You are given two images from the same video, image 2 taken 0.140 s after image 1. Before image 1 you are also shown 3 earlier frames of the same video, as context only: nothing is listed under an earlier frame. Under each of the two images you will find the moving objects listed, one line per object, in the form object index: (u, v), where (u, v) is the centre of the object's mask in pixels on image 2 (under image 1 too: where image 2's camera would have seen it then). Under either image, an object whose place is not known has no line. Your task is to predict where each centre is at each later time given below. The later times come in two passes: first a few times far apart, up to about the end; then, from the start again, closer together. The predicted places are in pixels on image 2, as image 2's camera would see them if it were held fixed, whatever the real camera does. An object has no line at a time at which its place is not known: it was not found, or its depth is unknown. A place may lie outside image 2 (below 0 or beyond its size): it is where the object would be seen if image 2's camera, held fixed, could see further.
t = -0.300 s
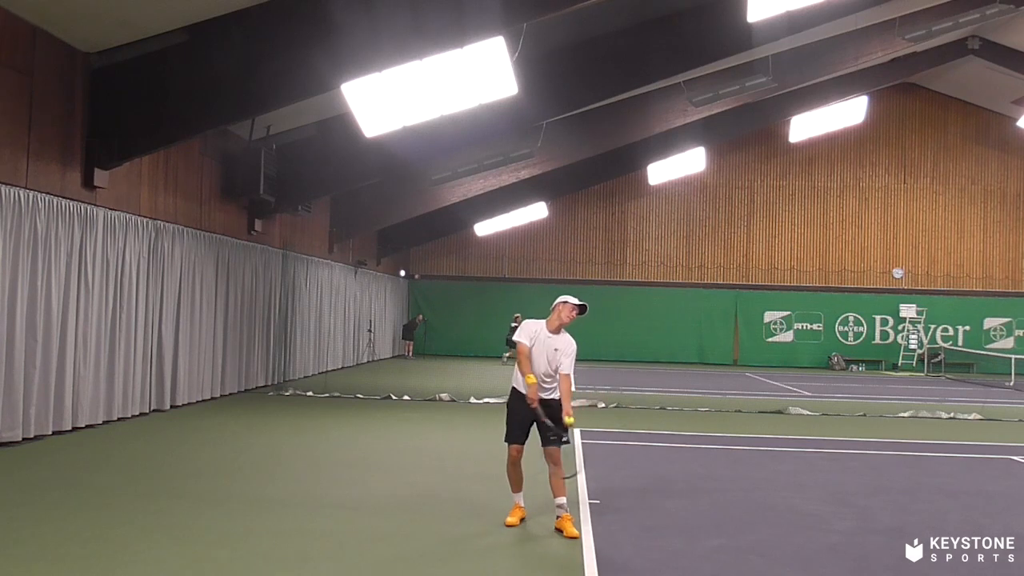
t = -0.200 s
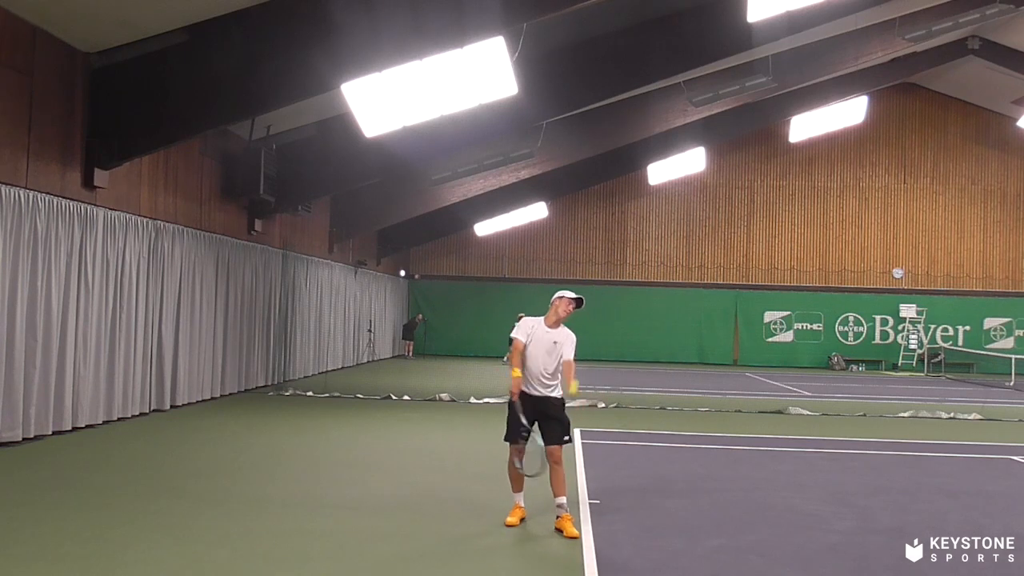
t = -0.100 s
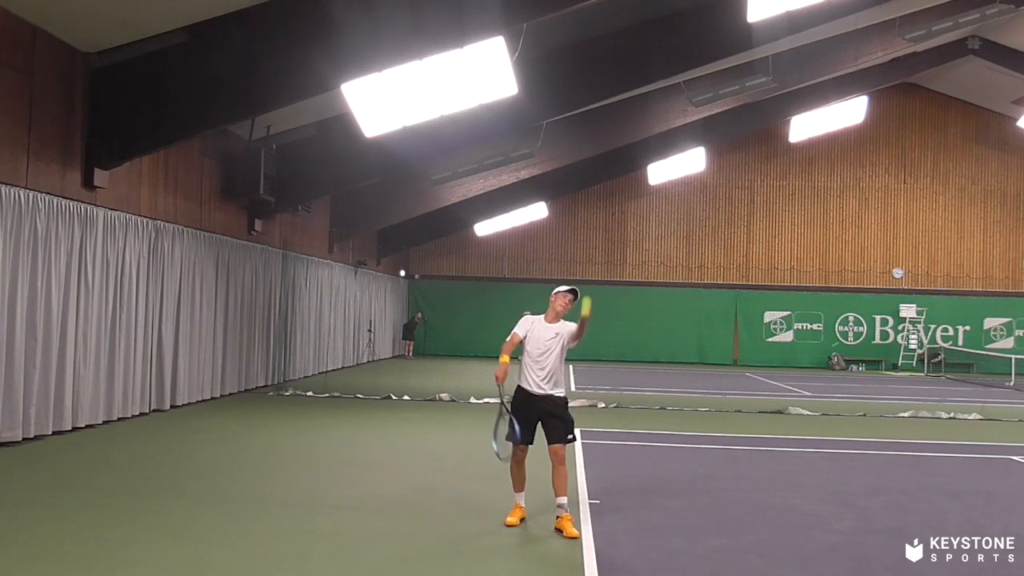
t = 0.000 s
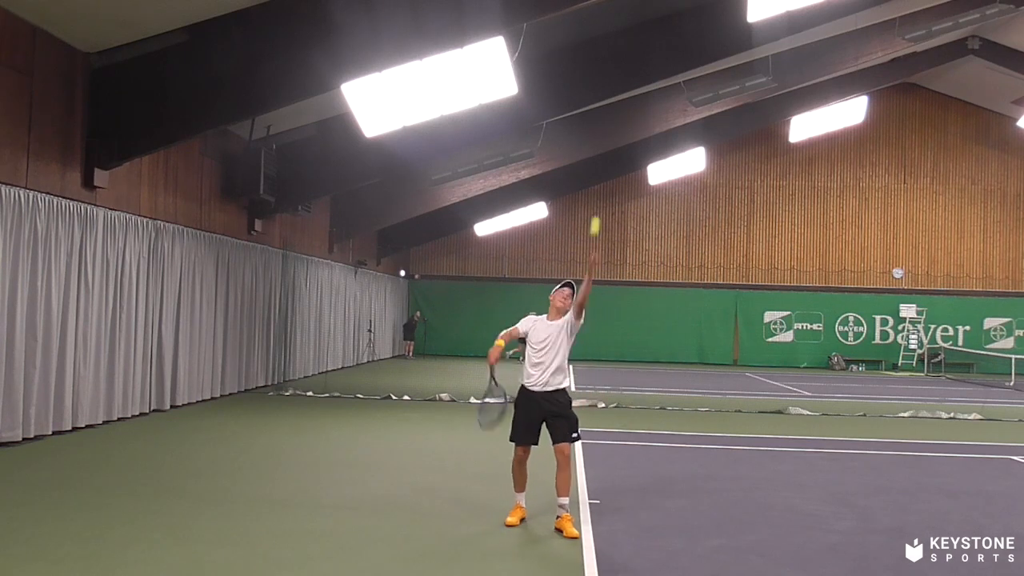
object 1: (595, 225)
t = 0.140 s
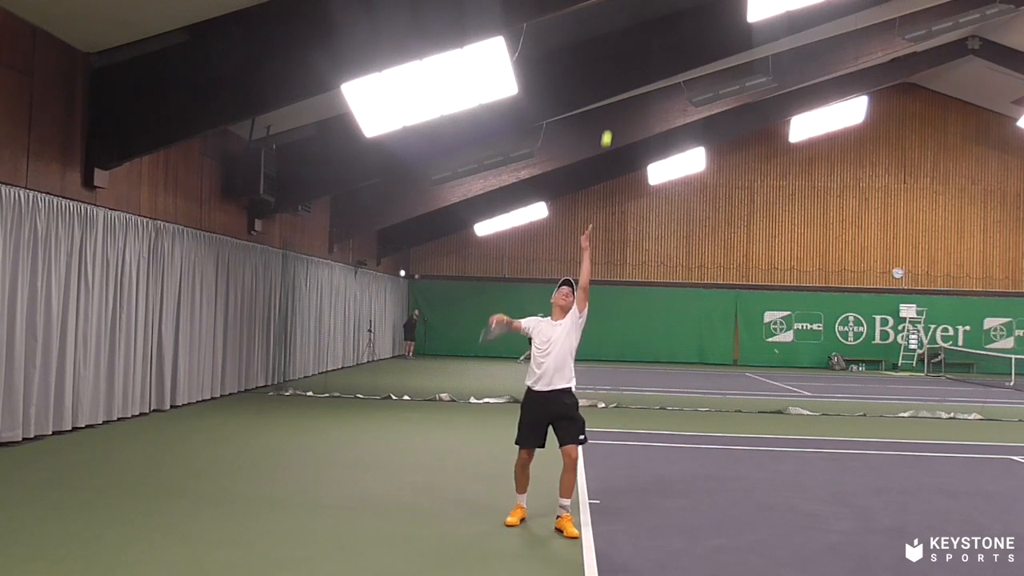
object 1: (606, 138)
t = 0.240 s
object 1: (614, 92)
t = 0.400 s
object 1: (625, 49)
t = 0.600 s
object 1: (638, 43)
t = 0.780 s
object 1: (647, 82)
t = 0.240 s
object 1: (614, 92)
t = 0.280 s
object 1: (617, 78)
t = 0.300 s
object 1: (618, 72)
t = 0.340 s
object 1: (621, 61)
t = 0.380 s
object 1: (624, 53)
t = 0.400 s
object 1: (625, 49)
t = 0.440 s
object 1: (628, 44)
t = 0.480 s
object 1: (630, 40)
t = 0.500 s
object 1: (632, 40)
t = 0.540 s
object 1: (634, 40)
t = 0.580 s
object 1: (636, 42)
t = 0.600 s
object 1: (638, 43)
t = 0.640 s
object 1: (640, 48)
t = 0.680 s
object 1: (642, 56)
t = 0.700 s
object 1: (643, 60)
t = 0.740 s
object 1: (645, 70)
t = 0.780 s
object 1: (647, 82)
